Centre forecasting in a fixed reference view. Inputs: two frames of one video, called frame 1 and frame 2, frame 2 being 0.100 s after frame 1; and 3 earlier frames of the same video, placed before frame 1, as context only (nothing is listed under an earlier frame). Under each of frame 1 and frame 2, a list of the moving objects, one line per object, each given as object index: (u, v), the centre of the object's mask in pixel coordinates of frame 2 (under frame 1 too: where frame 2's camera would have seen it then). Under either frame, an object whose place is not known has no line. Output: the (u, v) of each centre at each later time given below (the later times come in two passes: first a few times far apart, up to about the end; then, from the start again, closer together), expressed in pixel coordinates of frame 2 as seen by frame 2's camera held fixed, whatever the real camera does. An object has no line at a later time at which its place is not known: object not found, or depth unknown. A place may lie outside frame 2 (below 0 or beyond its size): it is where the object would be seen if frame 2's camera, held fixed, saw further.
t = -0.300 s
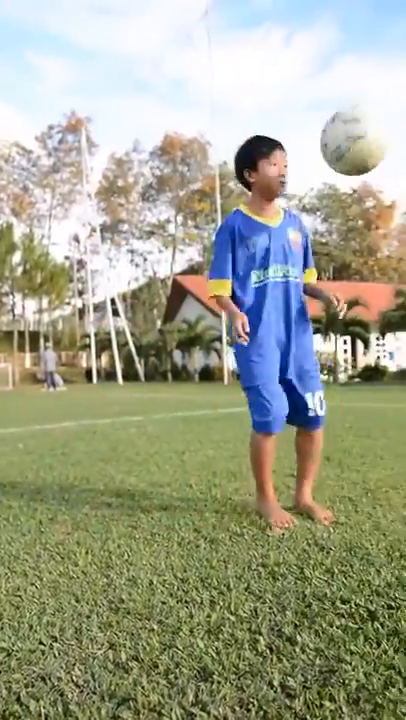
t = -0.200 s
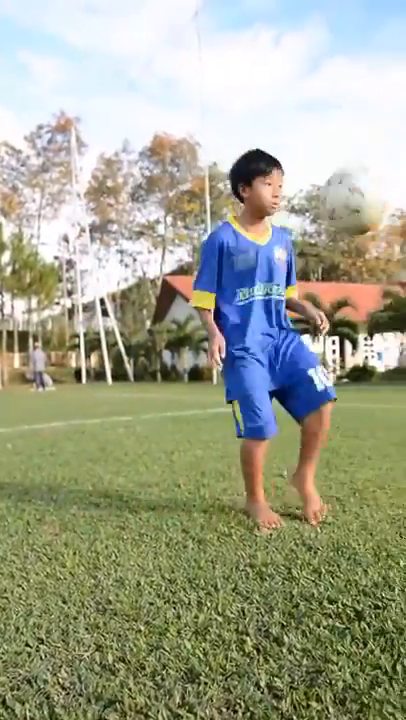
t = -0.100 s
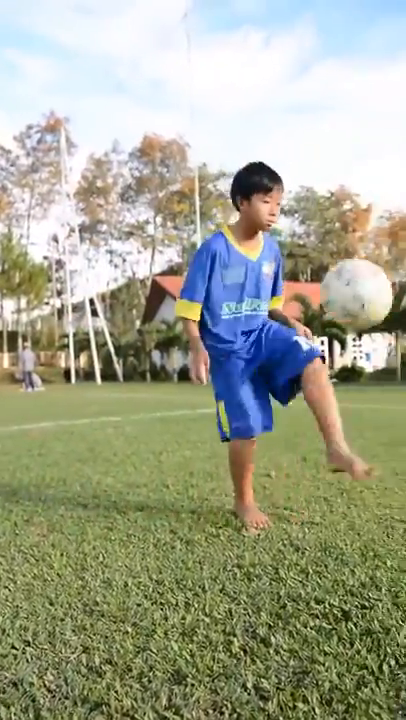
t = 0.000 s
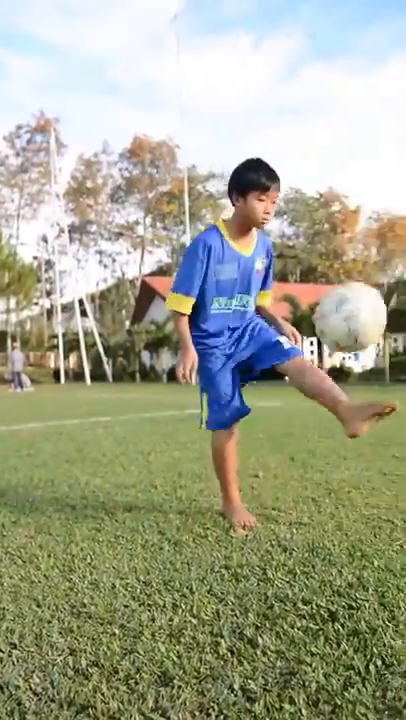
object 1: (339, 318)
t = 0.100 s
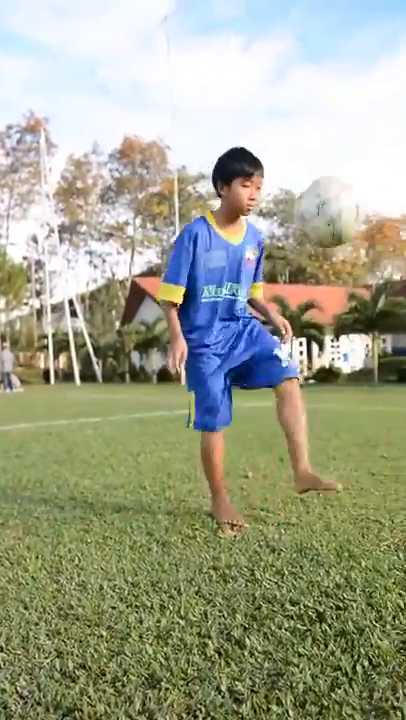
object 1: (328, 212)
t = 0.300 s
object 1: (311, 86)
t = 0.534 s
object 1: (302, 104)
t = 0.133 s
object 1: (325, 184)
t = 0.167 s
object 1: (321, 158)
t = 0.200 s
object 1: (318, 136)
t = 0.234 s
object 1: (315, 116)
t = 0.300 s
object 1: (311, 86)
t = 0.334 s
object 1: (308, 77)
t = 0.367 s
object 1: (306, 73)
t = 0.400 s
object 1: (305, 71)
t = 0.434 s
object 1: (305, 73)
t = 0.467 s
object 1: (304, 79)
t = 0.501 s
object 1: (303, 88)
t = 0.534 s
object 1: (302, 104)
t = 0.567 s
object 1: (302, 123)
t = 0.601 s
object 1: (301, 148)
